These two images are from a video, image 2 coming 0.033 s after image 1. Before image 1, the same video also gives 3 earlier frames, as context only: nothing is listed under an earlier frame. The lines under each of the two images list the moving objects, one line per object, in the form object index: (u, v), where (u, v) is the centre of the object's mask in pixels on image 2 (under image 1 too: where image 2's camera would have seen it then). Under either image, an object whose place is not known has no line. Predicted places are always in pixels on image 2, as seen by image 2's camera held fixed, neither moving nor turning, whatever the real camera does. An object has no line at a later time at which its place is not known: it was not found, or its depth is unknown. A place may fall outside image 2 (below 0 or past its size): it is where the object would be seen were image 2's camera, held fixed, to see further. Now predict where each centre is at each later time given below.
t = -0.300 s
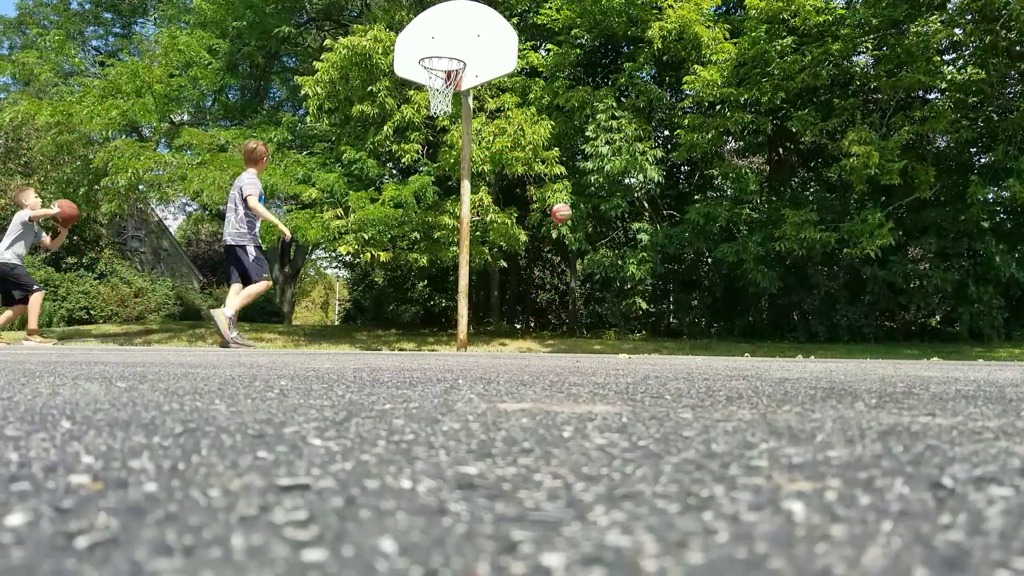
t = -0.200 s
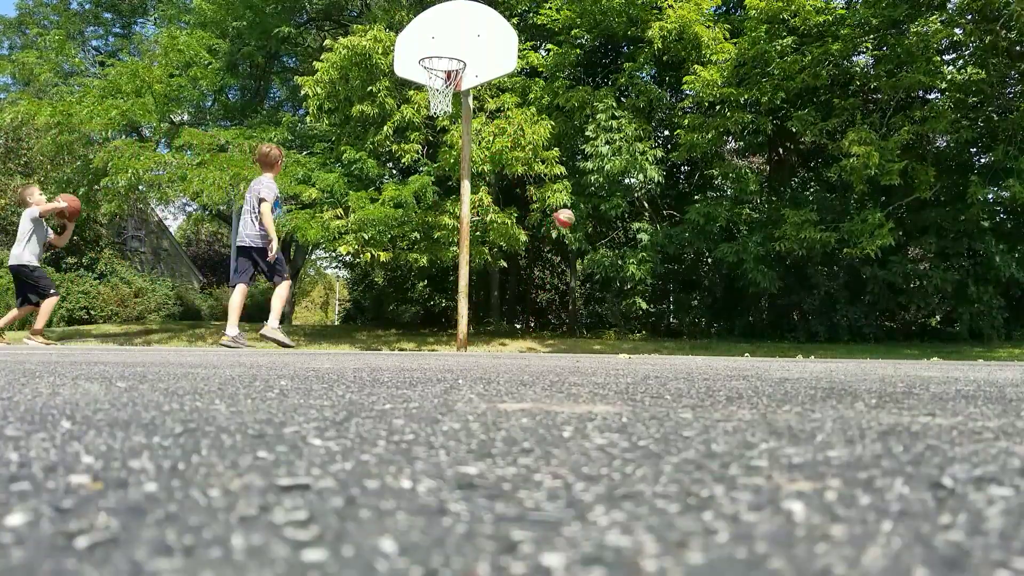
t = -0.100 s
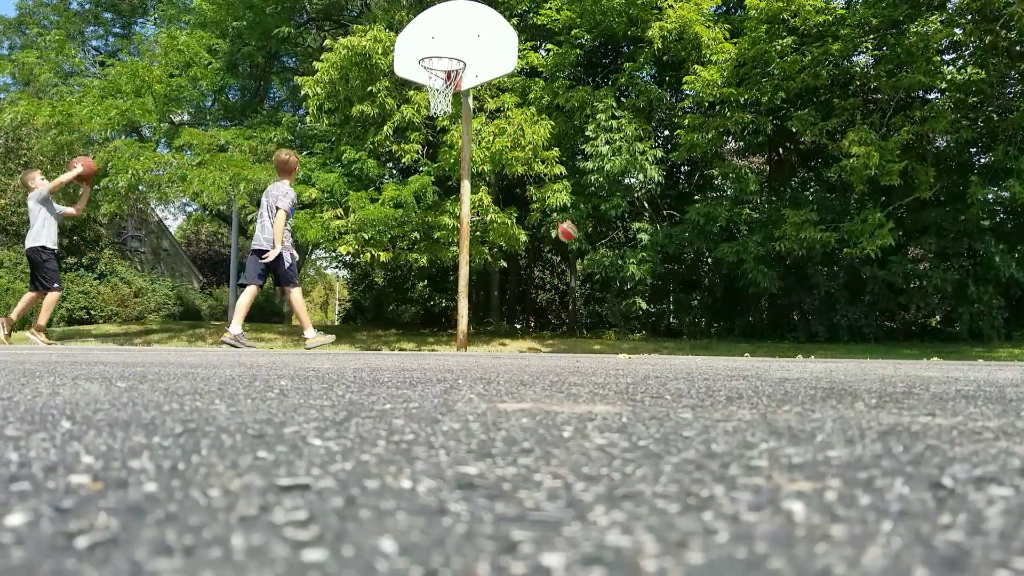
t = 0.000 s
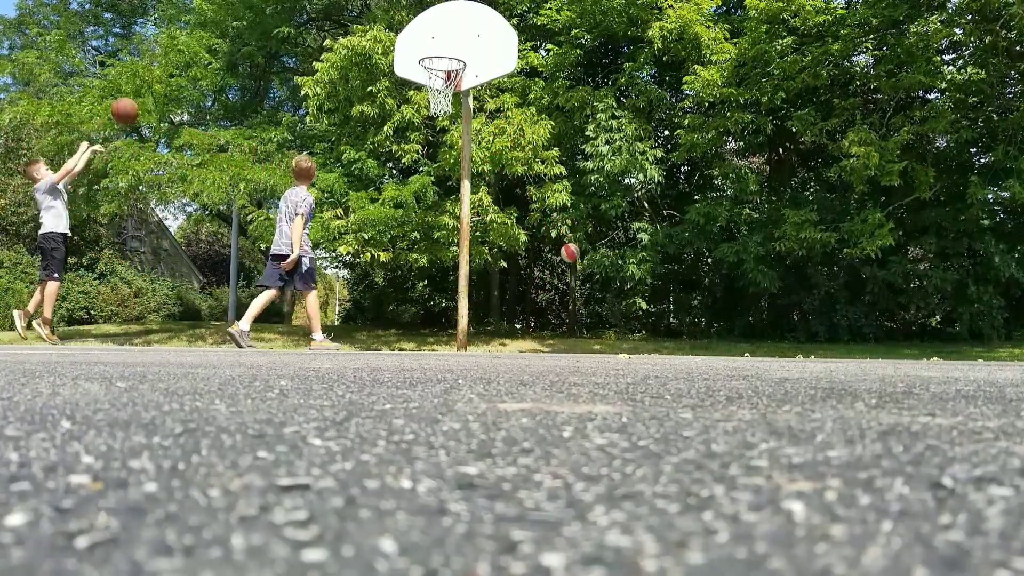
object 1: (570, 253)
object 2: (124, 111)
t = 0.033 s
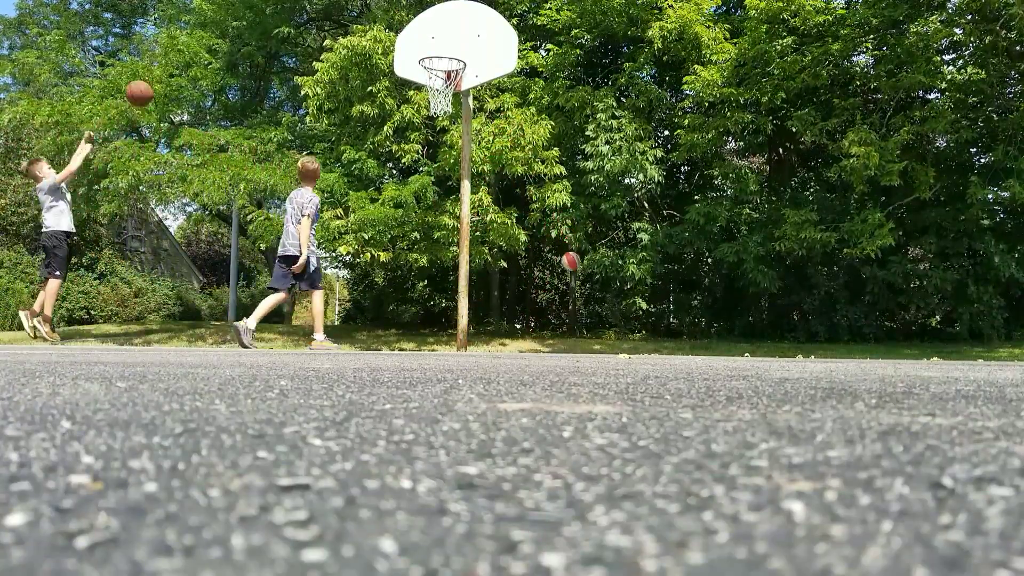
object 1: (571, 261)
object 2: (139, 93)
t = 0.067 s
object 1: (572, 270)
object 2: (153, 77)
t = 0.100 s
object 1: (572, 281)
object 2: (166, 63)
